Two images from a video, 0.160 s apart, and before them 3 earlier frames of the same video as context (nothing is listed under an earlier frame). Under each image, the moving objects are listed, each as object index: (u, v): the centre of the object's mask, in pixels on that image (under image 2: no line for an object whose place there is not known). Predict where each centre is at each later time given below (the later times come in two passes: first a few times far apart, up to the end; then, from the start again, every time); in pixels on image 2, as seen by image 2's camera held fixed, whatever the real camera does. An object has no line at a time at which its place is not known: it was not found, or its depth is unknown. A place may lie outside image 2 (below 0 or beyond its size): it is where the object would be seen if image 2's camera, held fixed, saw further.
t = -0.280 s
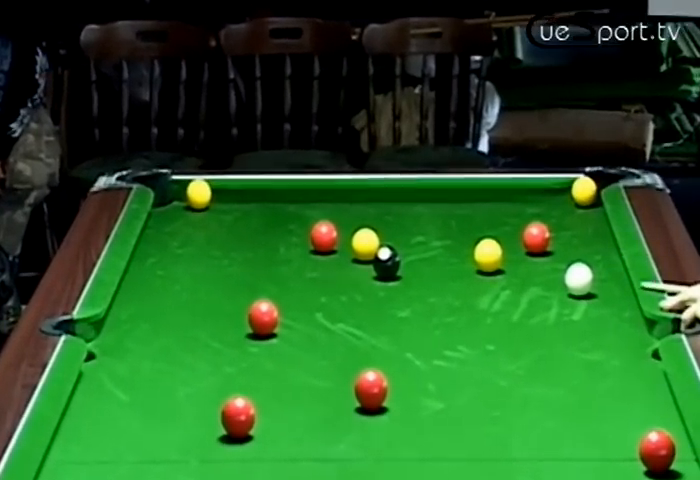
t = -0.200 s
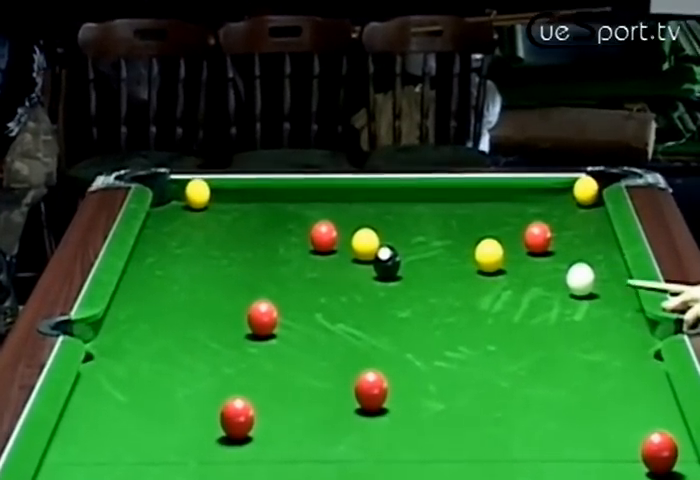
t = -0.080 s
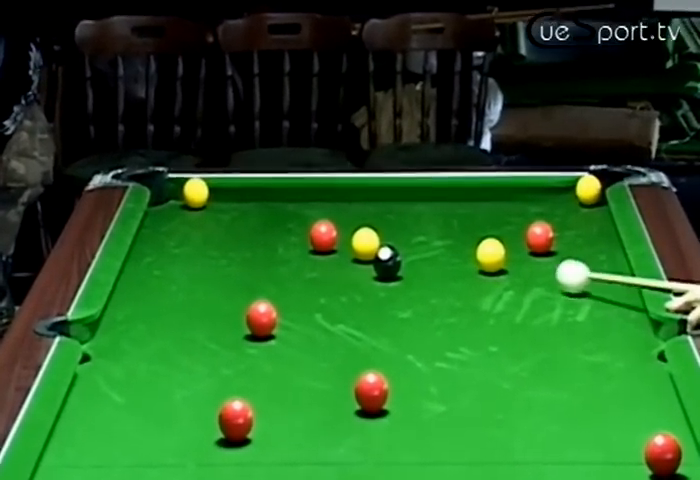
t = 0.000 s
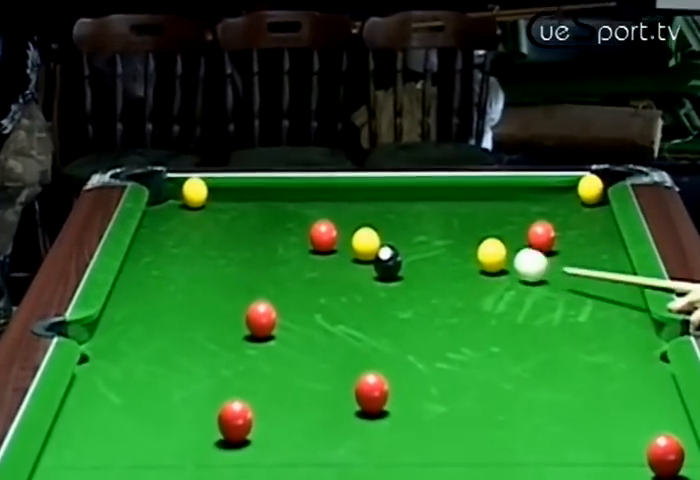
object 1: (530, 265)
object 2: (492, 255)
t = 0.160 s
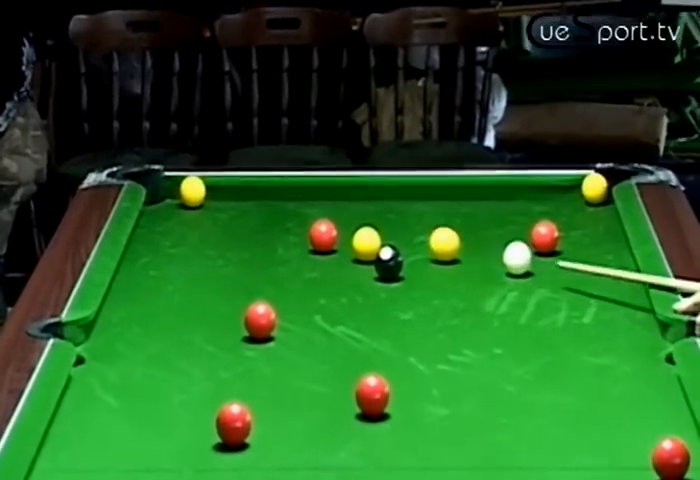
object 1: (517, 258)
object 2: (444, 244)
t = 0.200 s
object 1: (515, 256)
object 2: (432, 242)
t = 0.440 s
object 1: (504, 248)
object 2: (363, 221)
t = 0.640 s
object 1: (496, 243)
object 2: (309, 213)
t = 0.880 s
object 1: (489, 238)
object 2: (249, 202)
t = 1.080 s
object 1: (483, 234)
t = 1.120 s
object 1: (482, 233)
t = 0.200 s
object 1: (515, 256)
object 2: (432, 242)
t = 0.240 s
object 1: (513, 255)
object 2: (420, 238)
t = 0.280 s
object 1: (511, 253)
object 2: (408, 236)
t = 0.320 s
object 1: (509, 252)
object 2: (397, 232)
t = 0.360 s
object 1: (508, 251)
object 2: (387, 229)
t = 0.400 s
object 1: (506, 250)
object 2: (375, 224)
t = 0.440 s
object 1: (504, 248)
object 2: (363, 221)
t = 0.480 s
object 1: (502, 247)
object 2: (350, 222)
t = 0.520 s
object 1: (501, 246)
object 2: (342, 220)
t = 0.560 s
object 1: (499, 245)
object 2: (332, 215)
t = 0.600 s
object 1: (498, 244)
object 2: (320, 212)
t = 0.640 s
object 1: (496, 243)
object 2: (309, 213)
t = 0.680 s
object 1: (495, 242)
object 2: (299, 212)
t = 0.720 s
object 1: (493, 241)
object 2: (289, 210)
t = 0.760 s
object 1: (492, 240)
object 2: (279, 208)
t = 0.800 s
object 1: (491, 239)
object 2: (269, 206)
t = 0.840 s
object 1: (490, 238)
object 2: (259, 204)
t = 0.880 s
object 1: (489, 238)
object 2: (249, 202)
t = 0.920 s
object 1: (487, 237)
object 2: (240, 200)
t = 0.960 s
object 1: (486, 236)
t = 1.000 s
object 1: (485, 235)
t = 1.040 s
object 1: (484, 235)
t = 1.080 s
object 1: (483, 234)
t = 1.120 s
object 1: (482, 233)
